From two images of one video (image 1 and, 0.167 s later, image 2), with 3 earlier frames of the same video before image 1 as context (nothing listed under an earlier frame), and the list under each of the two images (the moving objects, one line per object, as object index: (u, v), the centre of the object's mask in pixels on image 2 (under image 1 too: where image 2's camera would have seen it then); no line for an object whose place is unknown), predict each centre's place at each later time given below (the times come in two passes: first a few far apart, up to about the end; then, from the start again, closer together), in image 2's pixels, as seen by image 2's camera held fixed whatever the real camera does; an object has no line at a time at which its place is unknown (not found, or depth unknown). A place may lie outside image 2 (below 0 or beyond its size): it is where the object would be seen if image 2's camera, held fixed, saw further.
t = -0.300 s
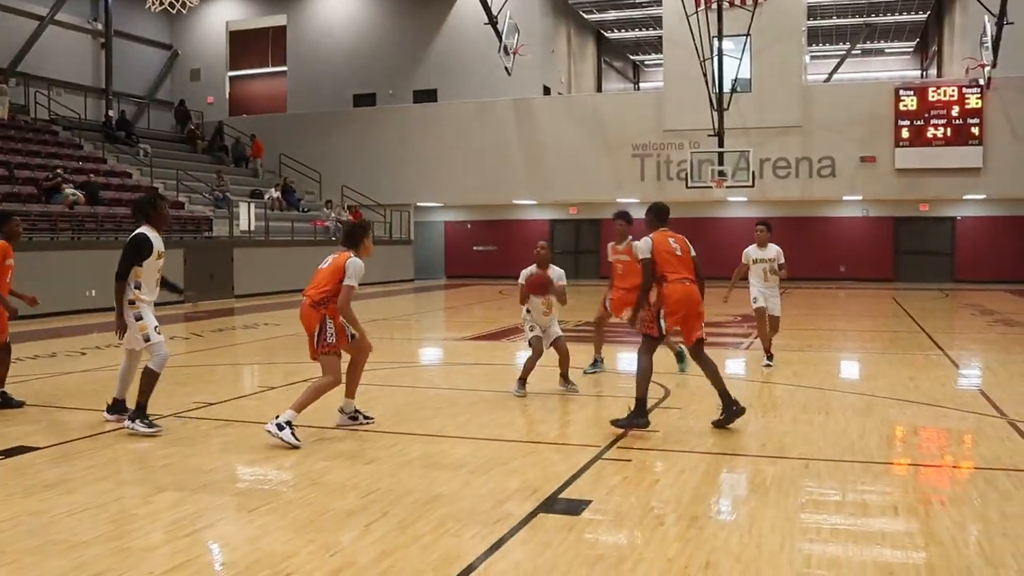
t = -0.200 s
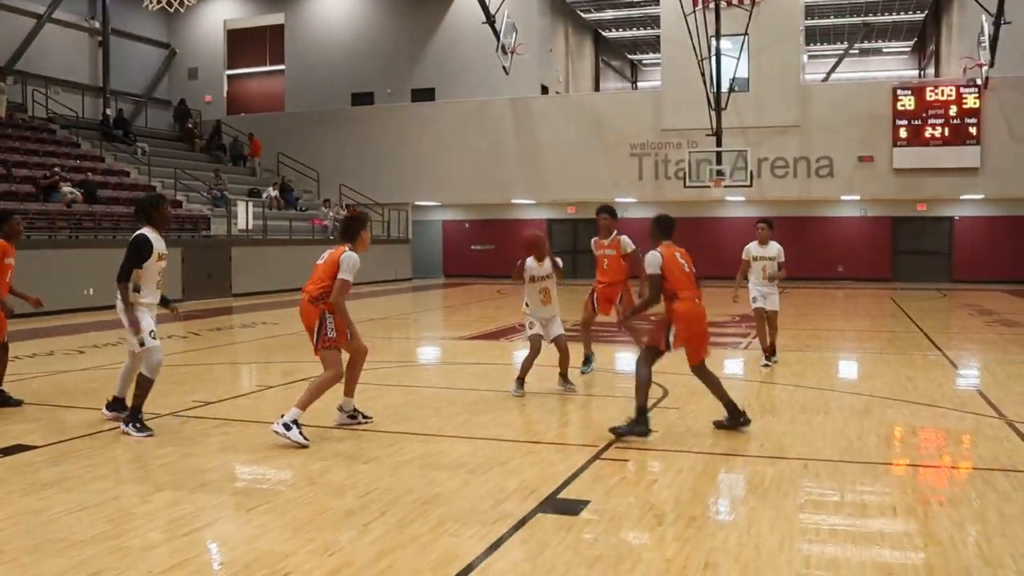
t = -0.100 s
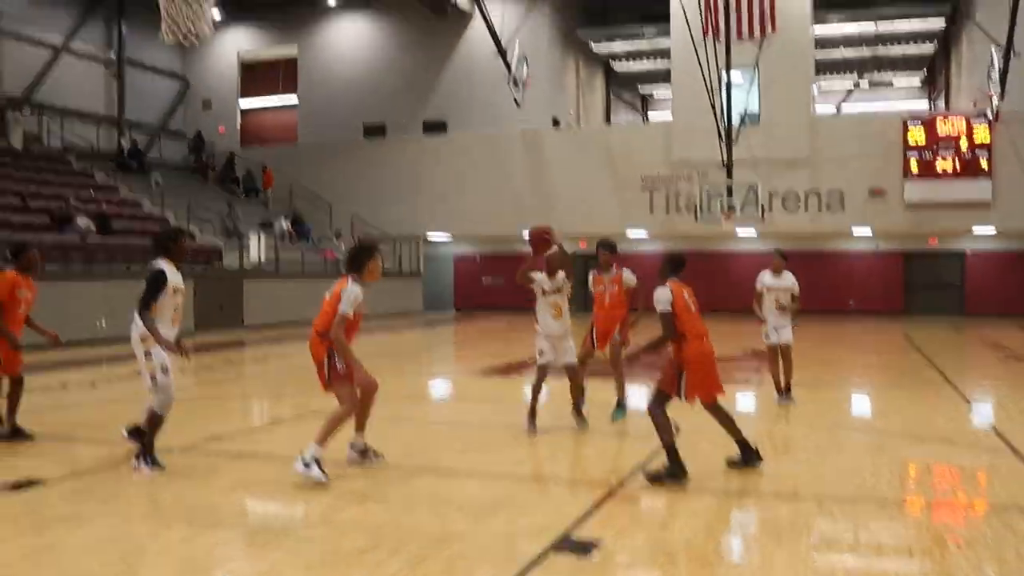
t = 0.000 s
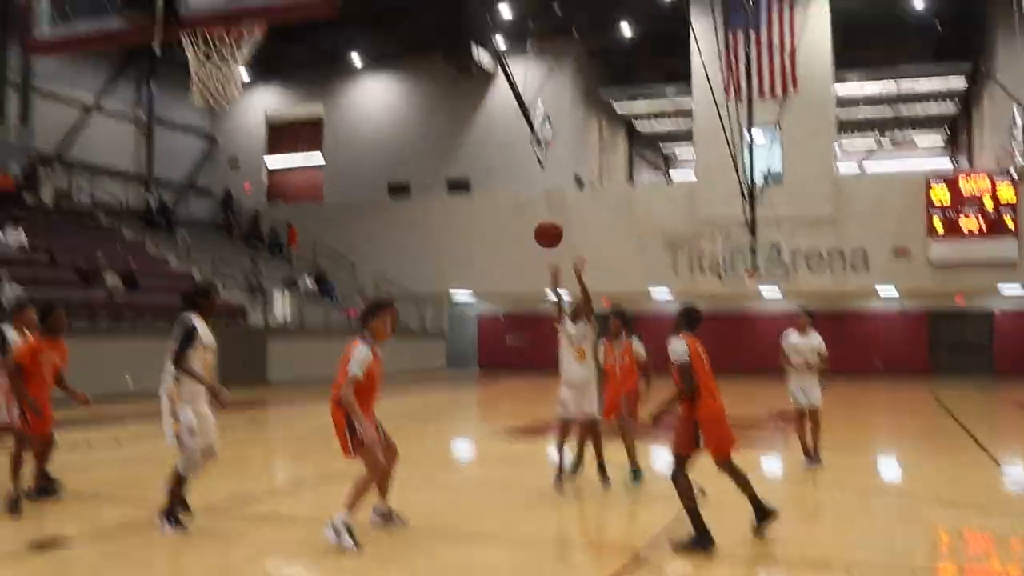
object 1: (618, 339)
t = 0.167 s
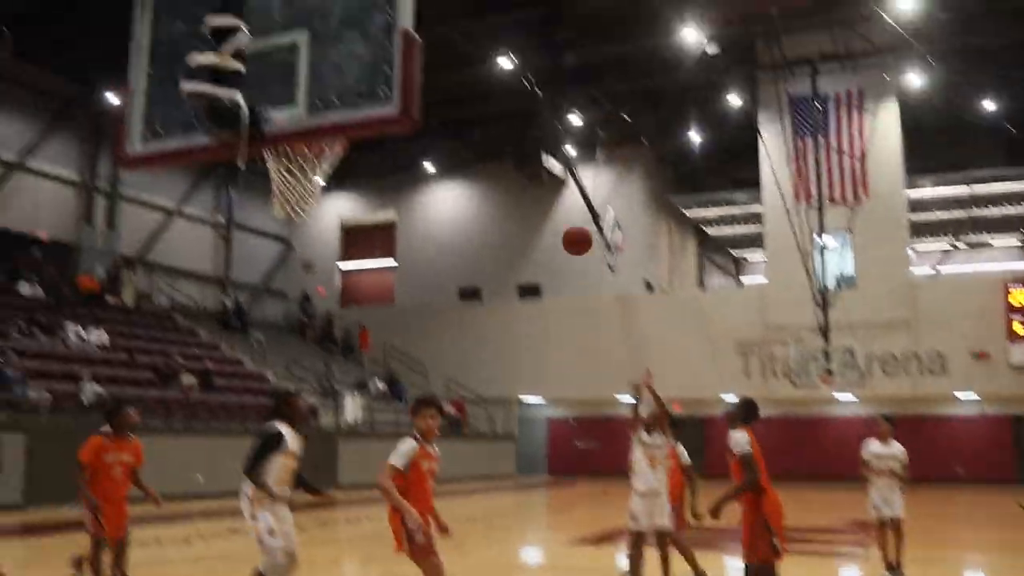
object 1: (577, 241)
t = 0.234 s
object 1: (559, 208)
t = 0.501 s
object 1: (479, 110)
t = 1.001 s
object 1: (303, 196)
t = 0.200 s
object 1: (568, 224)
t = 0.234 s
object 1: (559, 208)
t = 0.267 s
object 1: (551, 192)
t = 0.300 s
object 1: (541, 178)
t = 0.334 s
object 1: (532, 165)
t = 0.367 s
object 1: (523, 153)
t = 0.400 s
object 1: (512, 140)
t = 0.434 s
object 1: (502, 129)
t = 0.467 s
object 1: (491, 118)
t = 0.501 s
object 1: (479, 110)
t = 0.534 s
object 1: (467, 102)
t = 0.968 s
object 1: (300, 187)
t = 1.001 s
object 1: (303, 196)
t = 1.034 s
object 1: (305, 199)
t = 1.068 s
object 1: (306, 200)
